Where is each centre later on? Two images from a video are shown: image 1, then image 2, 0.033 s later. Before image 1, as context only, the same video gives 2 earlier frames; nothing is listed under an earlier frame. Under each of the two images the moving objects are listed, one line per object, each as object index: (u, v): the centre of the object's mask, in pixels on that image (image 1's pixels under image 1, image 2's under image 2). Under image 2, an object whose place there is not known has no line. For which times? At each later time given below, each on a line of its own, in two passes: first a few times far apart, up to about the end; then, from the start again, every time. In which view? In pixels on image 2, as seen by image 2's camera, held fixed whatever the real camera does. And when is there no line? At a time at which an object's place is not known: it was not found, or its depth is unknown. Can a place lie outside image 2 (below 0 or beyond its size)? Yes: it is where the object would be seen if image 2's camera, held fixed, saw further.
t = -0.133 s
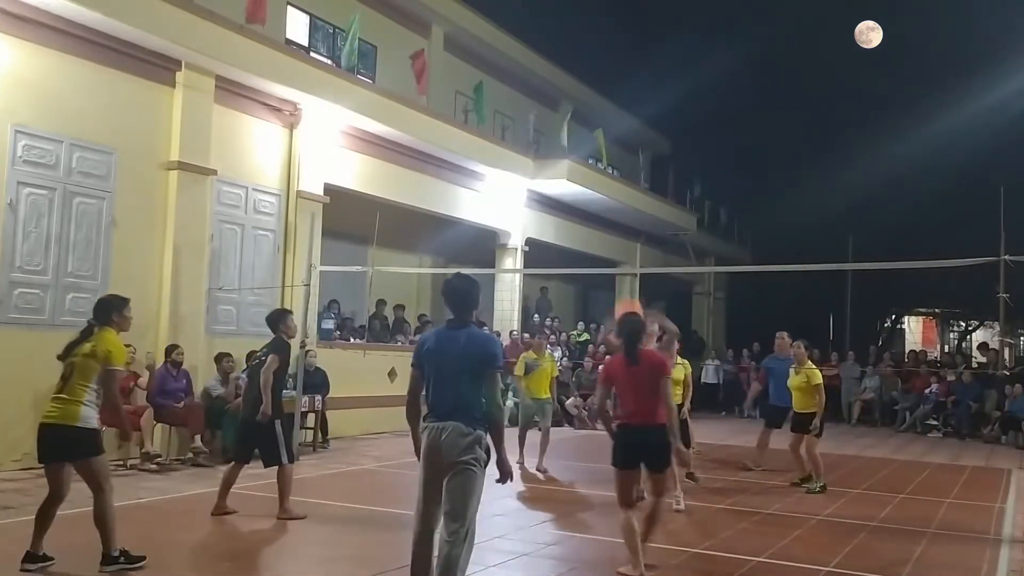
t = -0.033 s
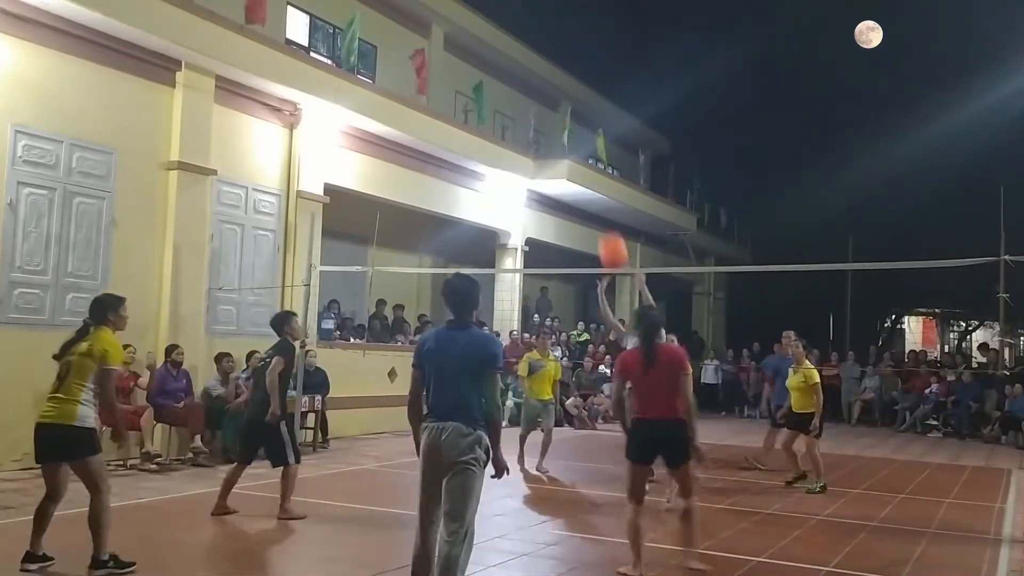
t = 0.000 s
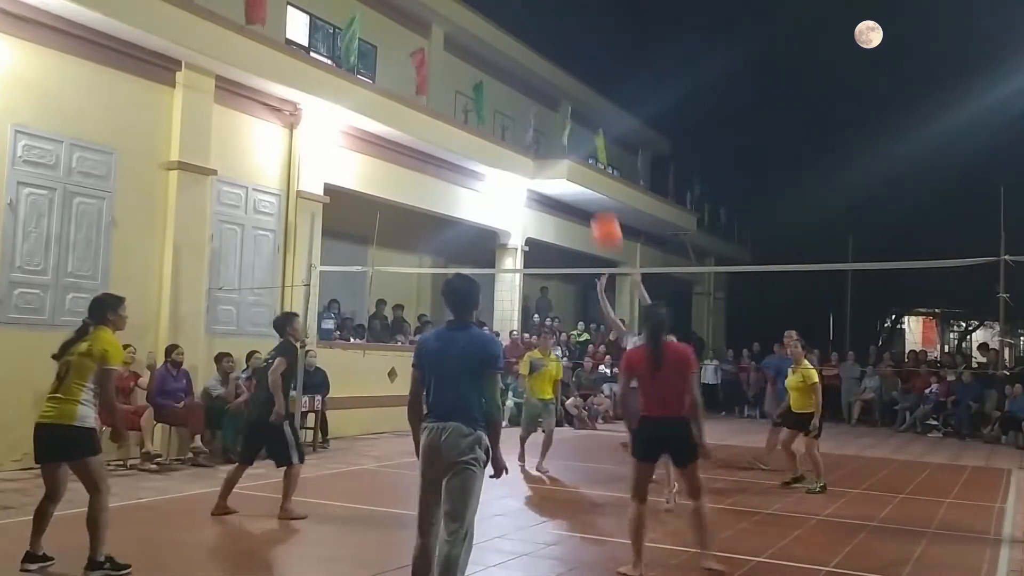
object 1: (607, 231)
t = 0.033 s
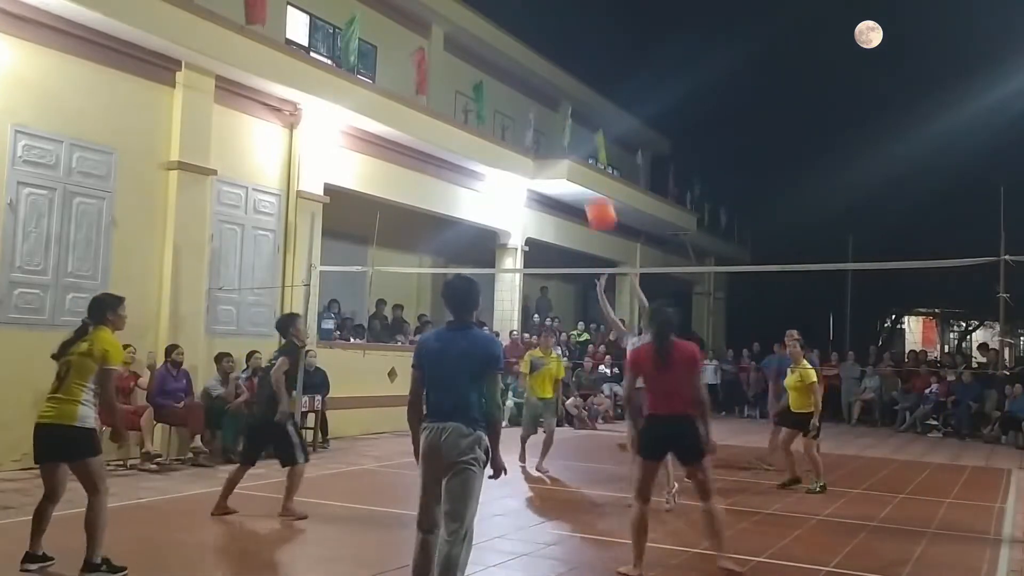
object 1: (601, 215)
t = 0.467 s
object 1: (521, 95)
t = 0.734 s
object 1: (468, 124)
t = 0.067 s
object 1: (596, 197)
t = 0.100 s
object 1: (590, 179)
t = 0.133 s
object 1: (583, 167)
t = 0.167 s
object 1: (576, 153)
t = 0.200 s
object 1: (570, 142)
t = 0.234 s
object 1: (564, 133)
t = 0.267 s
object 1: (558, 123)
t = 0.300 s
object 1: (552, 116)
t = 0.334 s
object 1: (546, 109)
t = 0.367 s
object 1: (539, 104)
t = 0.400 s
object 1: (533, 100)
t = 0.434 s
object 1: (527, 96)
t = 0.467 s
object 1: (521, 95)
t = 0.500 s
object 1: (514, 94)
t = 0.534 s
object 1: (508, 95)
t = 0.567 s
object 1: (501, 97)
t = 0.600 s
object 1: (495, 100)
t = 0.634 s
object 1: (488, 105)
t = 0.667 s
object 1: (481, 110)
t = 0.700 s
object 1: (475, 117)
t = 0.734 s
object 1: (468, 124)
